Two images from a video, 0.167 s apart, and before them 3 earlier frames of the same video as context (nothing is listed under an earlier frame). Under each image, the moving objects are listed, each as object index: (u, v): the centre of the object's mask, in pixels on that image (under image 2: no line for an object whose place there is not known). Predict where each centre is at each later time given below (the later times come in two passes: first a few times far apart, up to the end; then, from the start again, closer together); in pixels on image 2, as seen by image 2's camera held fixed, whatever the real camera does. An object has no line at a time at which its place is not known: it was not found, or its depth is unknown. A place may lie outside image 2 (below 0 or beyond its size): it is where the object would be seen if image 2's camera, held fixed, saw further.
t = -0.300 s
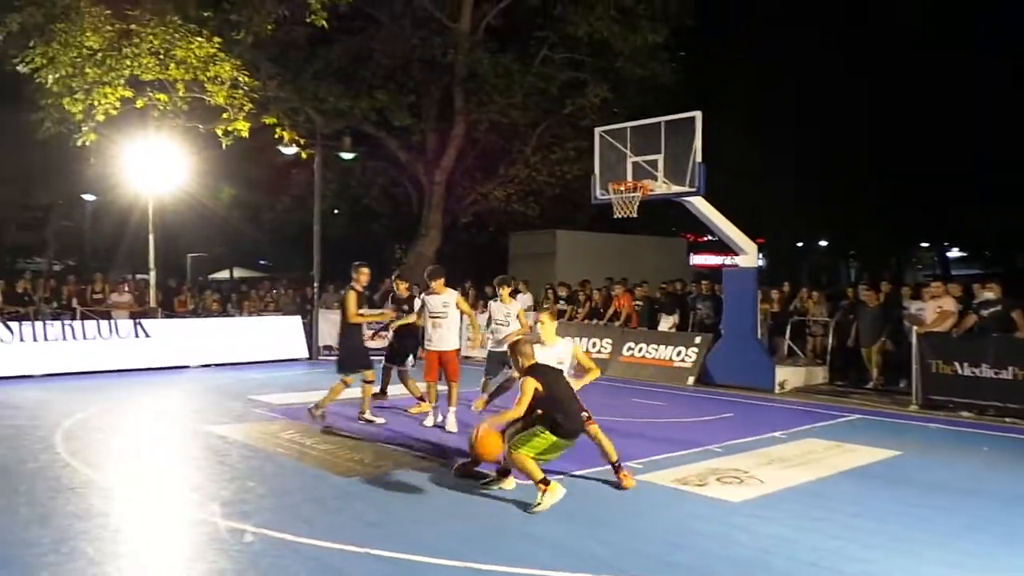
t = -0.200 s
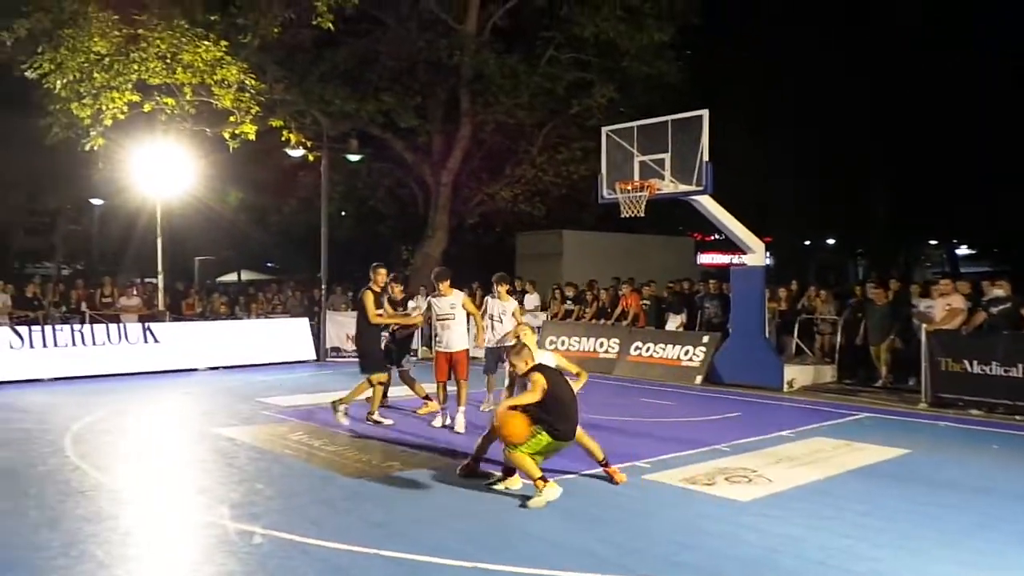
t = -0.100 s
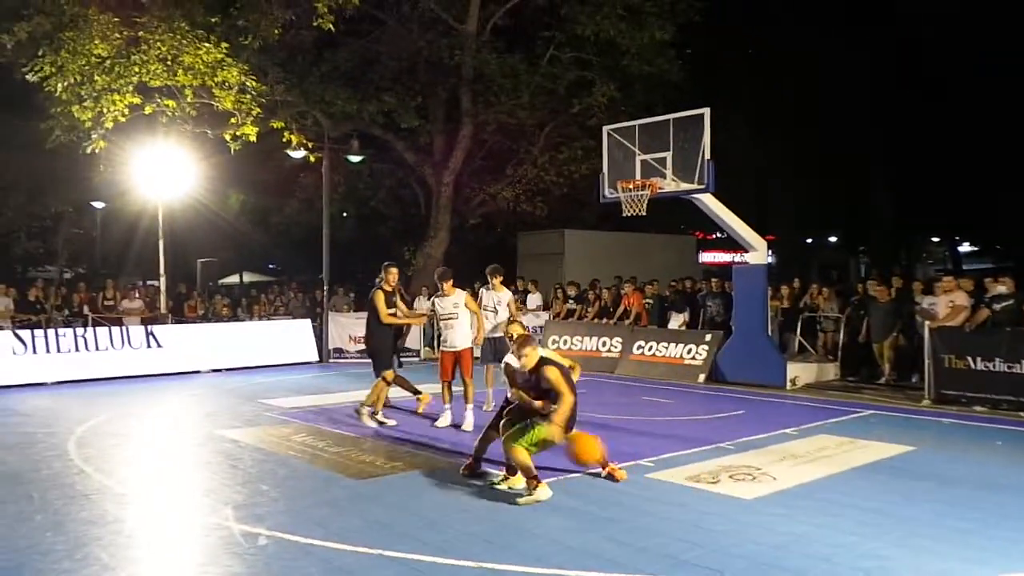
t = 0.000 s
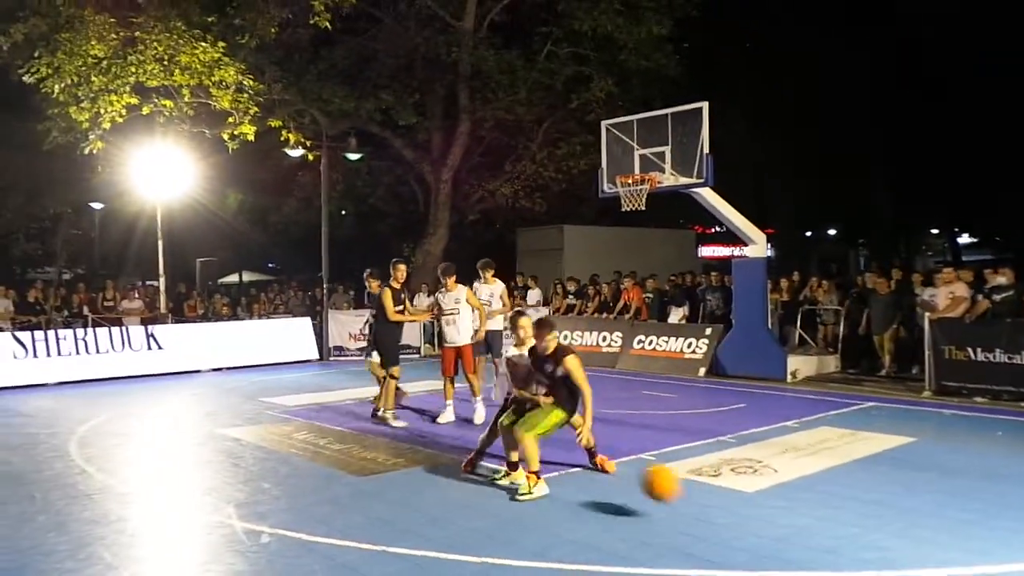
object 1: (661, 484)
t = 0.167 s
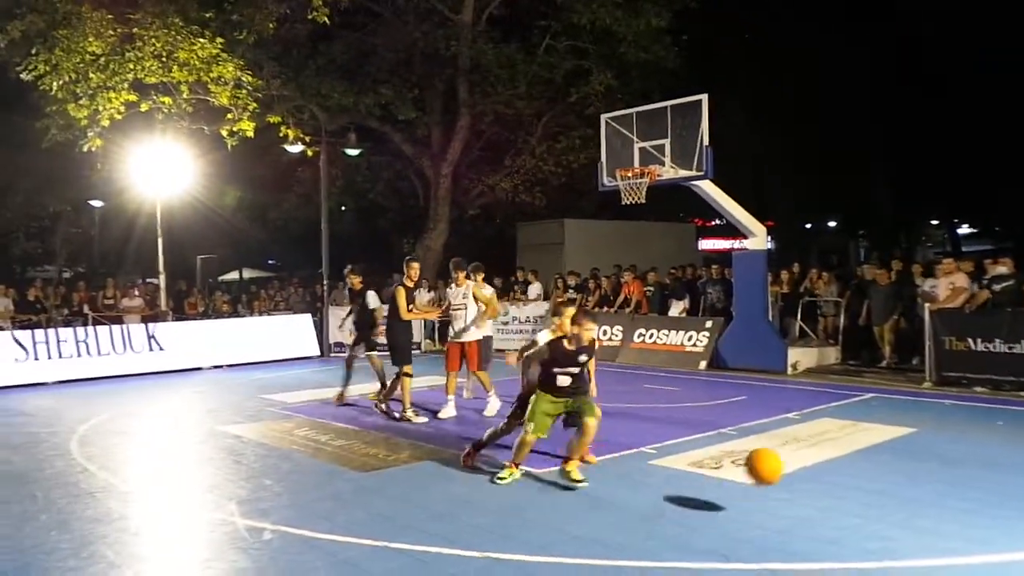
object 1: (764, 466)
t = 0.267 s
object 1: (822, 449)
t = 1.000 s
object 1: (1264, 491)
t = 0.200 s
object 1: (785, 459)
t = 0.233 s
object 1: (804, 454)
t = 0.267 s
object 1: (822, 449)
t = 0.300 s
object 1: (842, 447)
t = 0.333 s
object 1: (861, 446)
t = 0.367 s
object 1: (881, 447)
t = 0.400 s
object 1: (901, 451)
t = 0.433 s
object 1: (921, 455)
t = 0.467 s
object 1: (940, 462)
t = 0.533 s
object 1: (980, 480)
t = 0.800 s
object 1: (1146, 476)
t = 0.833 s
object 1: (1165, 474)
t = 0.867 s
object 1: (1185, 475)
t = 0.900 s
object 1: (1207, 477)
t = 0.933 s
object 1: (1228, 480)
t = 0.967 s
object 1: (1249, 485)
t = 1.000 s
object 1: (1264, 491)
